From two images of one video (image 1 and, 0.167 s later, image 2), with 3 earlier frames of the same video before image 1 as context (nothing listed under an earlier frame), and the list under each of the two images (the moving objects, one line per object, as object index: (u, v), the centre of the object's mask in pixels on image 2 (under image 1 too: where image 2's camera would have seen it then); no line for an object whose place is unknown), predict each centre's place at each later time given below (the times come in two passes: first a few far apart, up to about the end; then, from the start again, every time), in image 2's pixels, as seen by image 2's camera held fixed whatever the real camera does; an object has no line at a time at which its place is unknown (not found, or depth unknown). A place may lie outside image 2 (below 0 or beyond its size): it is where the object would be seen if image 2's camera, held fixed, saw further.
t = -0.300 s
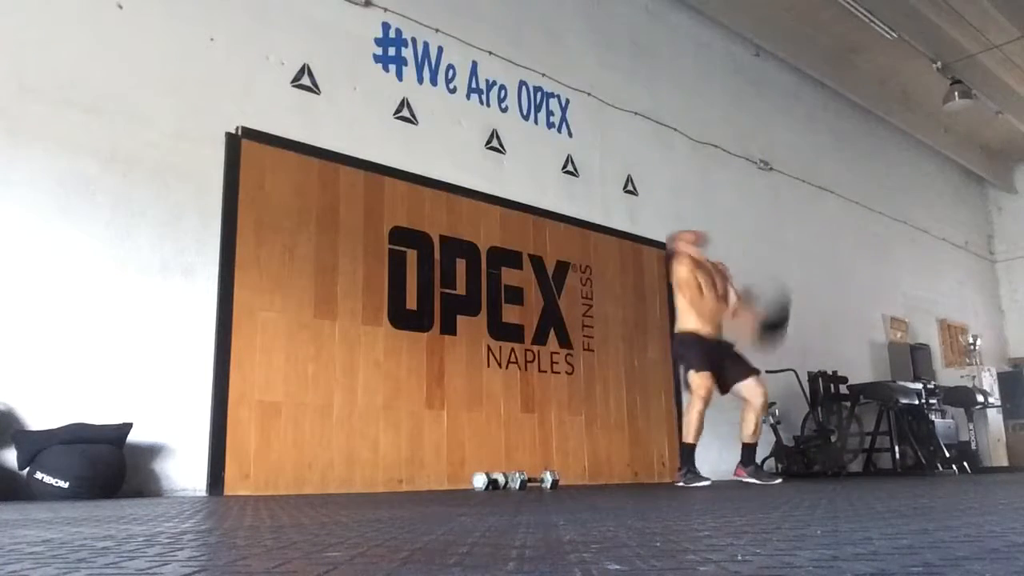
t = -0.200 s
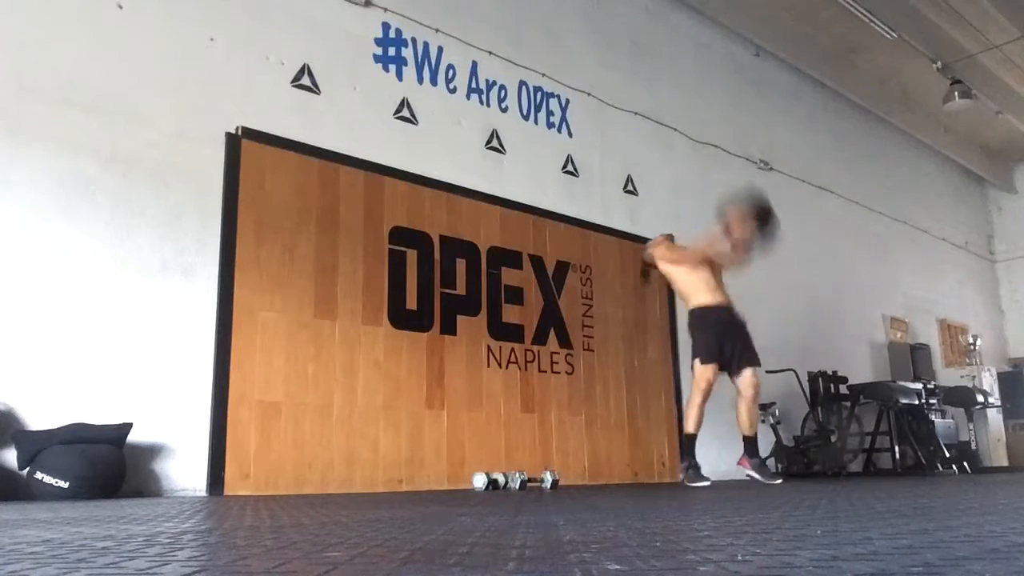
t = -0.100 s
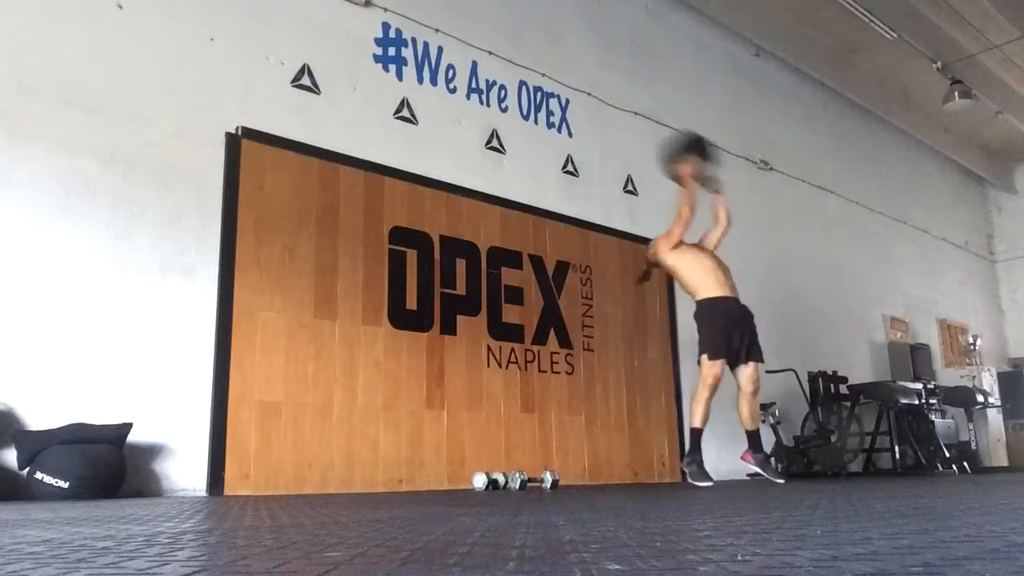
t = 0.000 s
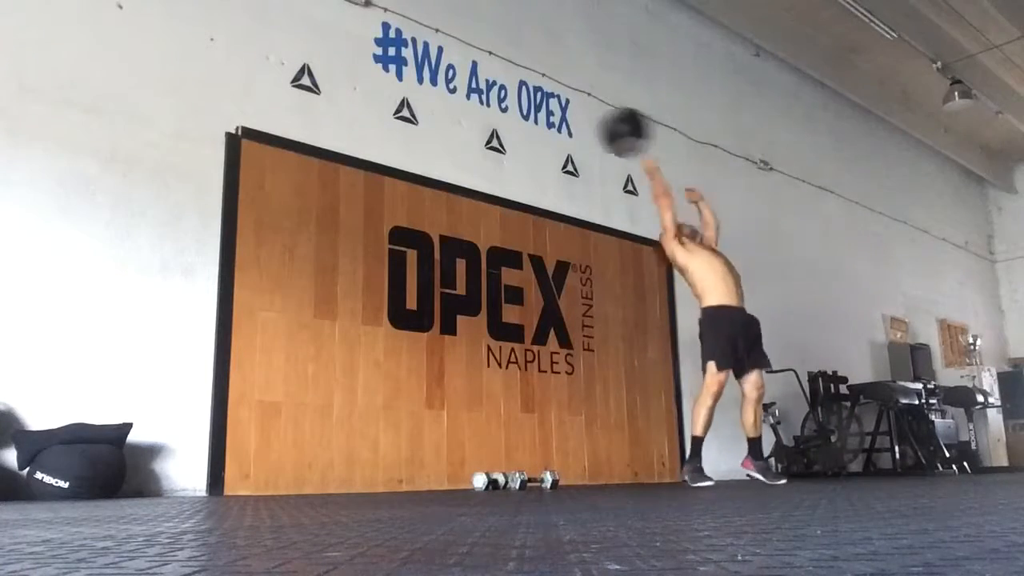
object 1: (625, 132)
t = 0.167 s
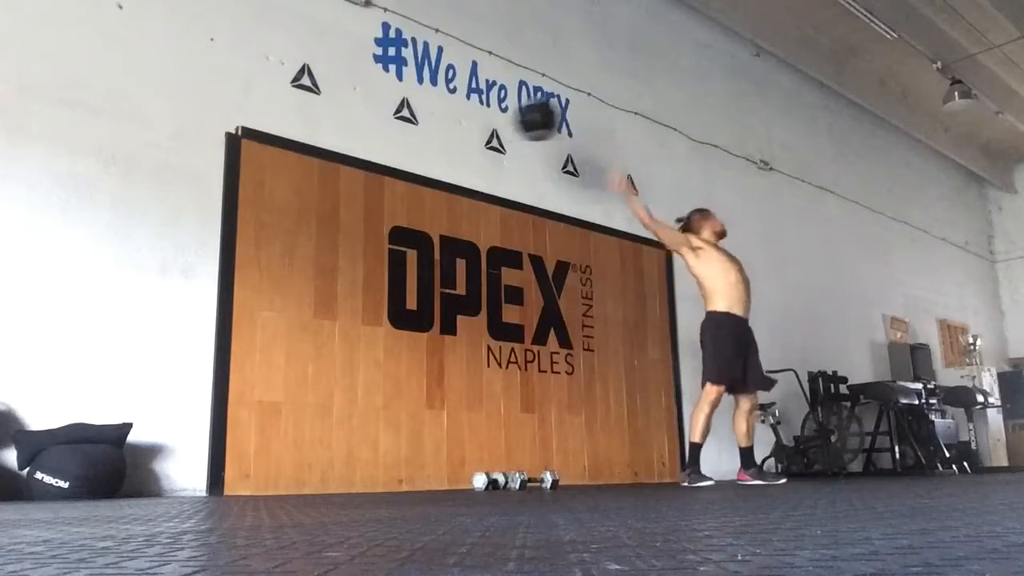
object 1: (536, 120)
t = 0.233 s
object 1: (505, 123)
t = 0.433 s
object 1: (499, 128)
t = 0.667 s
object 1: (542, 169)
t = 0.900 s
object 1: (598, 288)
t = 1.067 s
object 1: (647, 437)
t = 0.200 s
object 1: (521, 121)
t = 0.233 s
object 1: (505, 123)
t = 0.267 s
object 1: (492, 127)
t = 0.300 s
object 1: (481, 133)
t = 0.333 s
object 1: (482, 130)
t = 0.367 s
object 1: (488, 127)
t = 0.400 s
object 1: (493, 127)
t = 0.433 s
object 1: (499, 128)
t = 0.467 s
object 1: (505, 129)
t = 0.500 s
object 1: (510, 134)
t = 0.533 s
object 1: (517, 138)
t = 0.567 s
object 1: (523, 144)
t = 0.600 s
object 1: (530, 151)
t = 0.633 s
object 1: (536, 159)
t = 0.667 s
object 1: (542, 169)
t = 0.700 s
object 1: (550, 181)
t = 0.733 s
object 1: (557, 195)
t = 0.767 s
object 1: (566, 209)
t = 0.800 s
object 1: (573, 225)
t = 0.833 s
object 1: (579, 243)
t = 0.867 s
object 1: (589, 266)
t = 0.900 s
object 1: (598, 288)
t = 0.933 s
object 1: (607, 312)
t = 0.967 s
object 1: (616, 340)
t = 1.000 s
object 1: (625, 368)
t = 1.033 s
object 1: (636, 401)
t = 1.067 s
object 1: (647, 437)
